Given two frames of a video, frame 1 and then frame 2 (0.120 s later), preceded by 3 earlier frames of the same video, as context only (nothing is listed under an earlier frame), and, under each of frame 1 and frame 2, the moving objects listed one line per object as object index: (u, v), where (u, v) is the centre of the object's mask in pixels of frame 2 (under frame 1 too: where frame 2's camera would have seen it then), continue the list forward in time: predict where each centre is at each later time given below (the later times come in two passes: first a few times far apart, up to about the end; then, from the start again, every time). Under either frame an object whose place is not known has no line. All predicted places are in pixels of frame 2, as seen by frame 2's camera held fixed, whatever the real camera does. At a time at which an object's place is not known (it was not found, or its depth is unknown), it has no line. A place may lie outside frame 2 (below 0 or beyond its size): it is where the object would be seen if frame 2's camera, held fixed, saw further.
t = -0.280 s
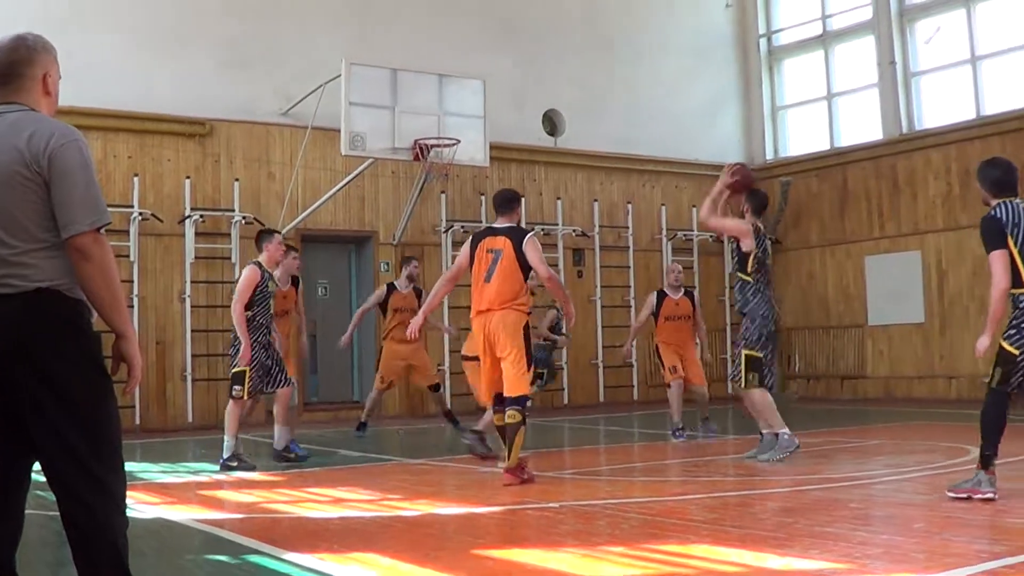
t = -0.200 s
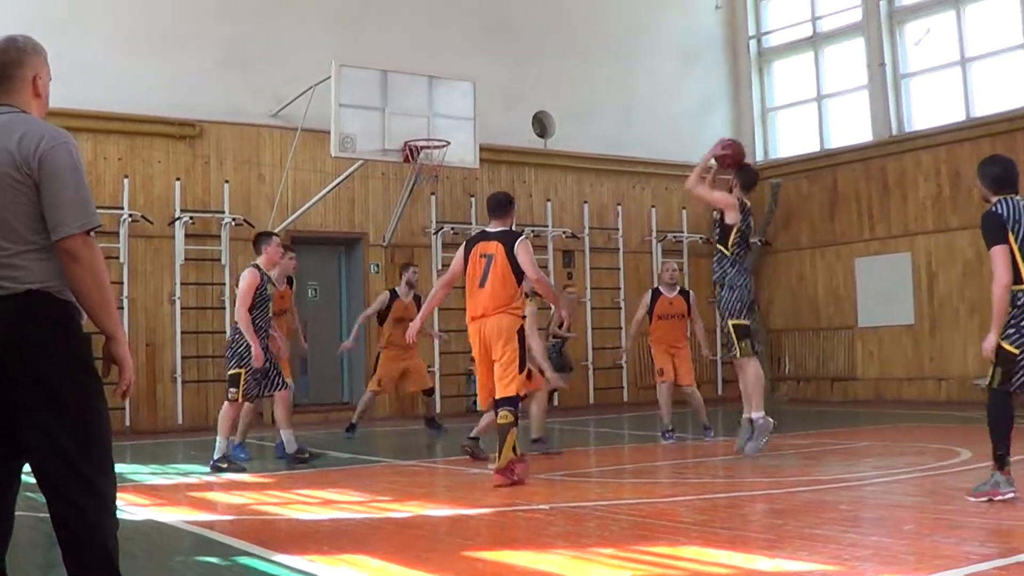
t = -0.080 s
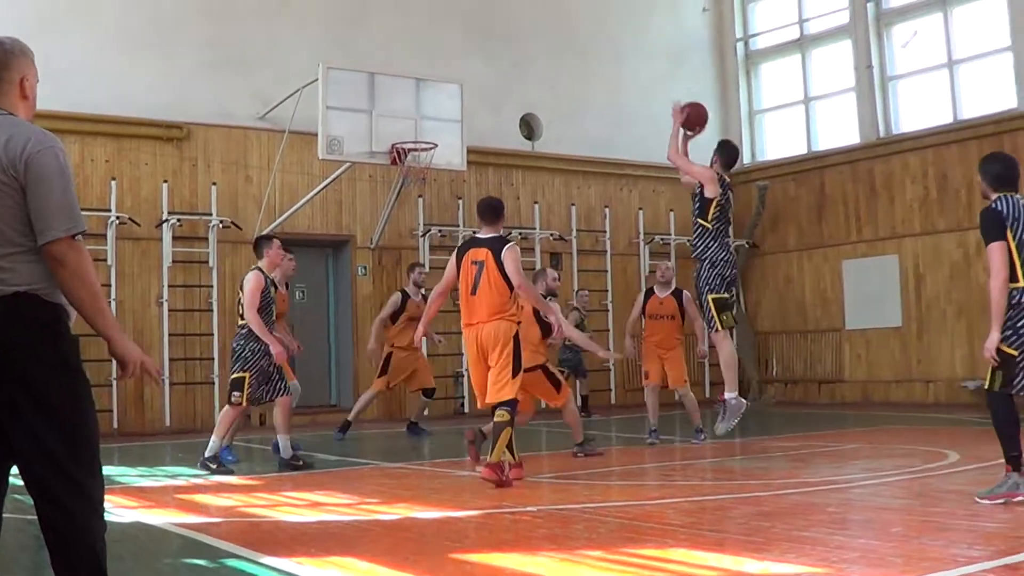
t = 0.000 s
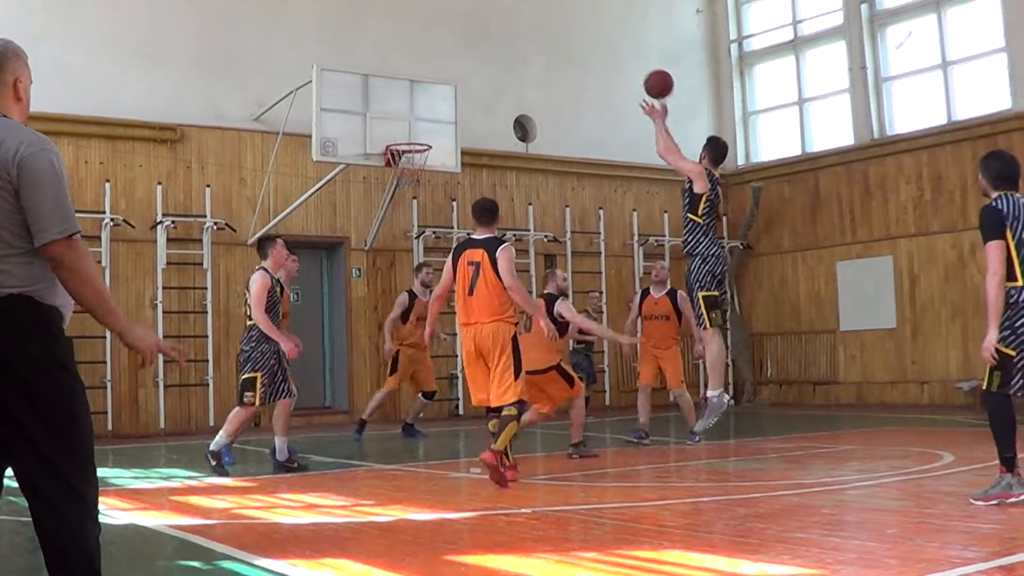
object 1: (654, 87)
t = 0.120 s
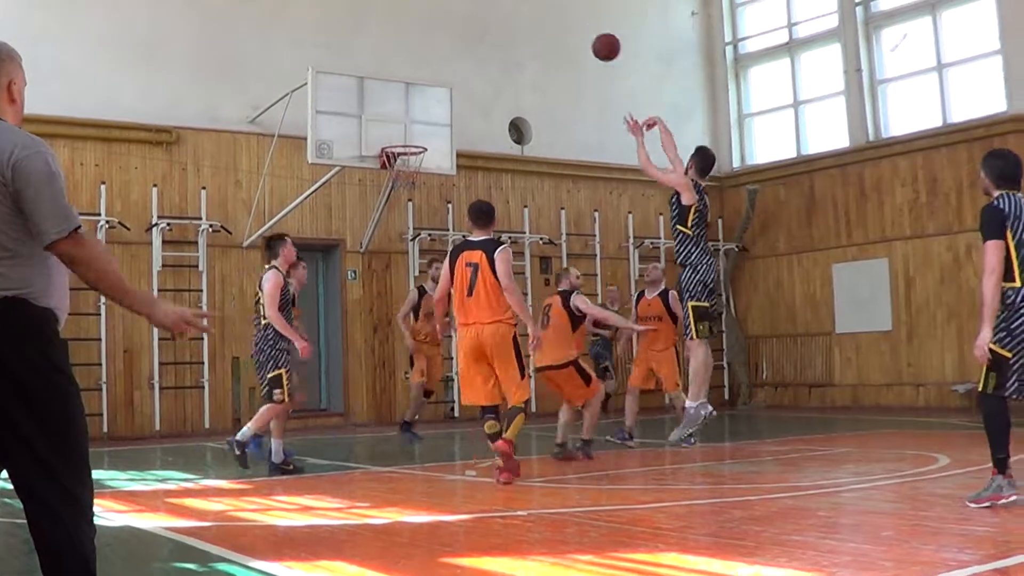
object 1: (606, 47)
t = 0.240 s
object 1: (564, 27)
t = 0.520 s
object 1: (483, 42)
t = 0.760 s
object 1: (427, 110)
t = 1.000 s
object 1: (385, 197)
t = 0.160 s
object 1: (591, 38)
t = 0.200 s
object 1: (577, 32)
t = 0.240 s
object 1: (564, 27)
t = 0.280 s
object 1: (551, 25)
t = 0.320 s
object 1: (539, 23)
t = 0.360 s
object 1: (527, 24)
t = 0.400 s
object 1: (515, 26)
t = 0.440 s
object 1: (504, 30)
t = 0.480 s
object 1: (494, 35)
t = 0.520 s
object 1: (483, 42)
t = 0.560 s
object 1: (473, 50)
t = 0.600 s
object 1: (464, 60)
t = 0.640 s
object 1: (454, 70)
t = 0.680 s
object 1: (445, 82)
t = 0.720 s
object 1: (436, 95)
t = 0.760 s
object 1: (427, 110)
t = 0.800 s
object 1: (419, 126)
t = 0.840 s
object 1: (411, 142)
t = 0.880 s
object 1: (404, 159)
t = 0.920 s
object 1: (396, 176)
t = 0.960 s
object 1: (391, 186)
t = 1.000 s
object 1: (385, 197)
